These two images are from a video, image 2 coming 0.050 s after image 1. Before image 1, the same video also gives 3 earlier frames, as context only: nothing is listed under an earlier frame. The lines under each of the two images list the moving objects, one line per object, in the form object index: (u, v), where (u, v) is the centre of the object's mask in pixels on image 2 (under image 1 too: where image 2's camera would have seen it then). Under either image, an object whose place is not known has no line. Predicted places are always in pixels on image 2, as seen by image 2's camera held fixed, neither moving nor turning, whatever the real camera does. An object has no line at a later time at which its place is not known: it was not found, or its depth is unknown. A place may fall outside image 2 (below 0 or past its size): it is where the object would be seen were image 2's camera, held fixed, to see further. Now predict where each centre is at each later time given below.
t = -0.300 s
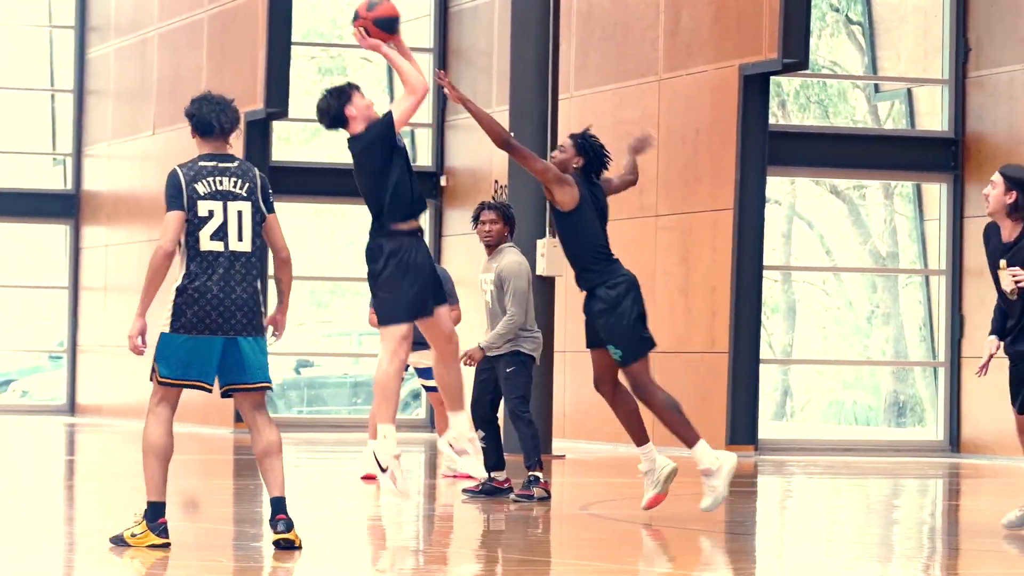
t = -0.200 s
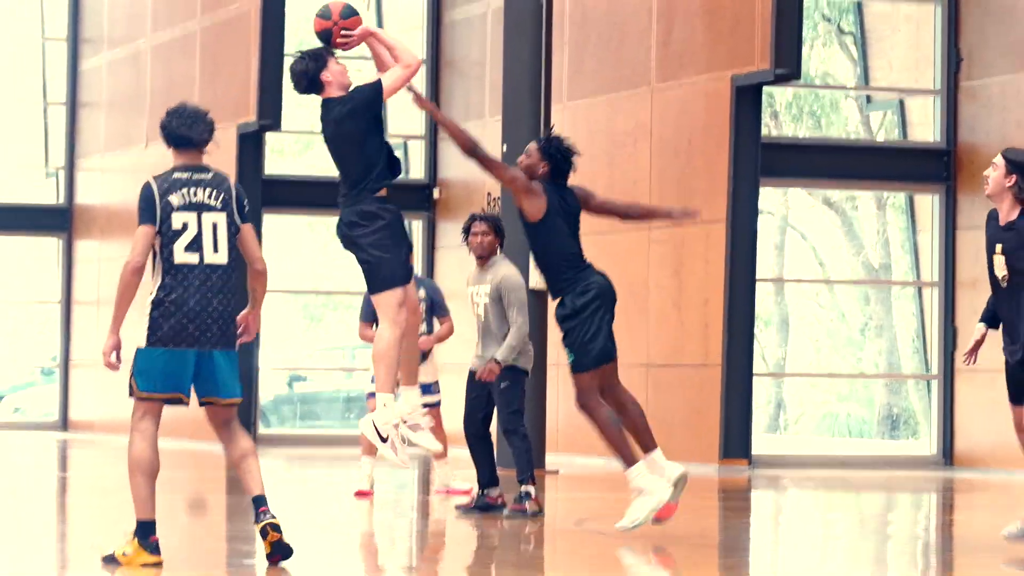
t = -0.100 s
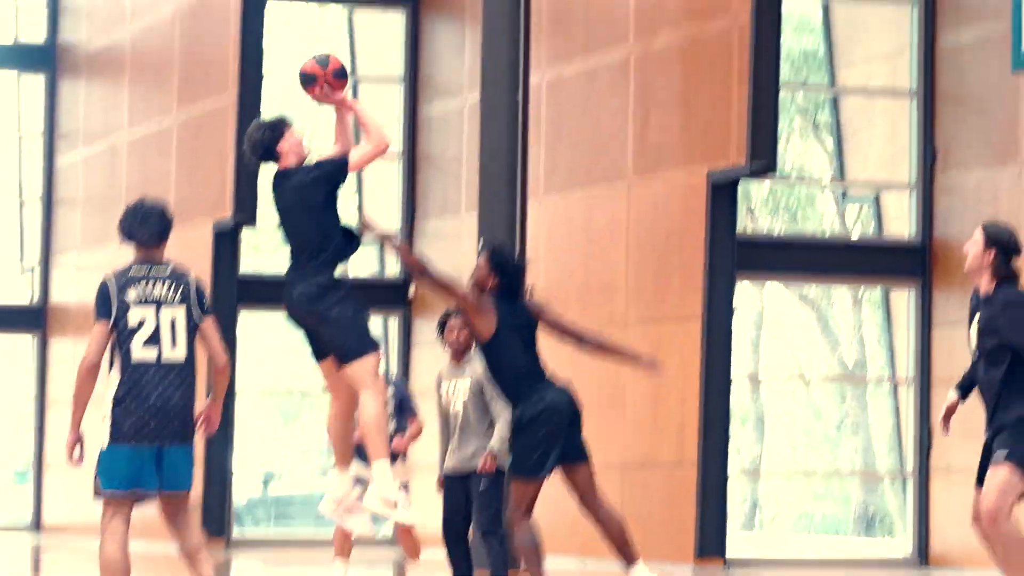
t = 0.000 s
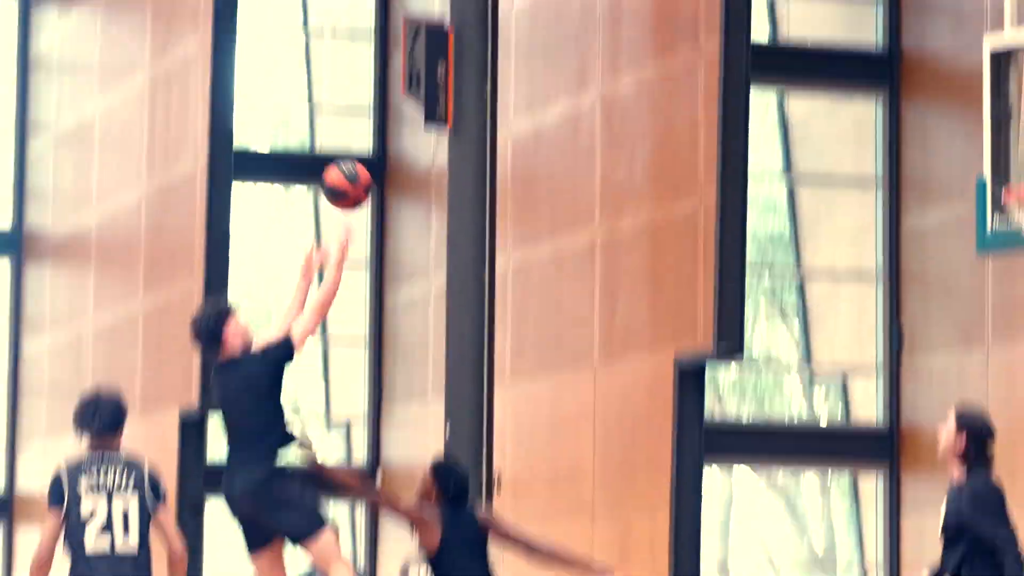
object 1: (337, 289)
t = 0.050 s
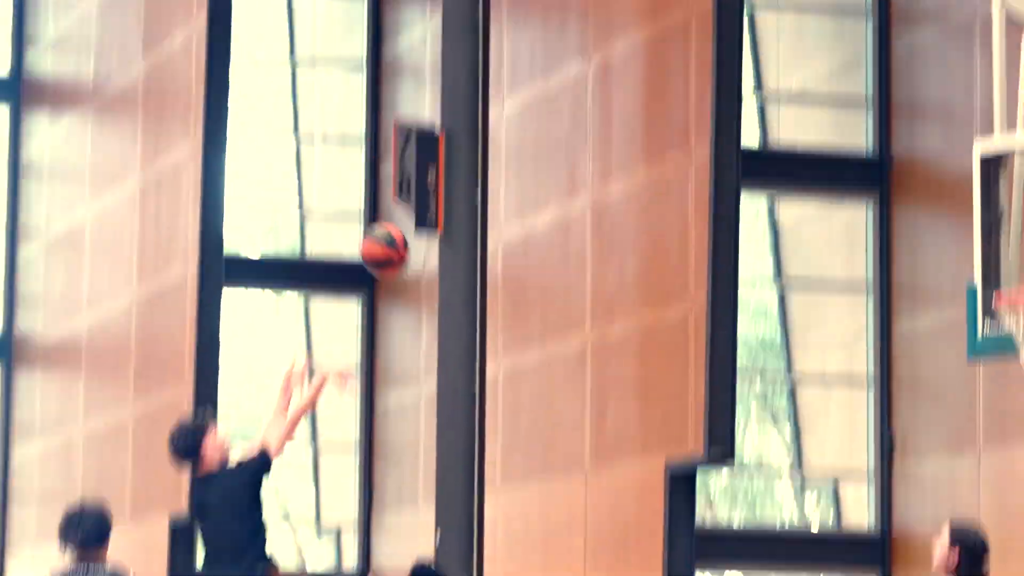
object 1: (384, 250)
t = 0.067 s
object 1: (397, 235)
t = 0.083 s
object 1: (413, 223)
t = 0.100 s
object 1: (429, 213)
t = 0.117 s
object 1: (443, 202)
